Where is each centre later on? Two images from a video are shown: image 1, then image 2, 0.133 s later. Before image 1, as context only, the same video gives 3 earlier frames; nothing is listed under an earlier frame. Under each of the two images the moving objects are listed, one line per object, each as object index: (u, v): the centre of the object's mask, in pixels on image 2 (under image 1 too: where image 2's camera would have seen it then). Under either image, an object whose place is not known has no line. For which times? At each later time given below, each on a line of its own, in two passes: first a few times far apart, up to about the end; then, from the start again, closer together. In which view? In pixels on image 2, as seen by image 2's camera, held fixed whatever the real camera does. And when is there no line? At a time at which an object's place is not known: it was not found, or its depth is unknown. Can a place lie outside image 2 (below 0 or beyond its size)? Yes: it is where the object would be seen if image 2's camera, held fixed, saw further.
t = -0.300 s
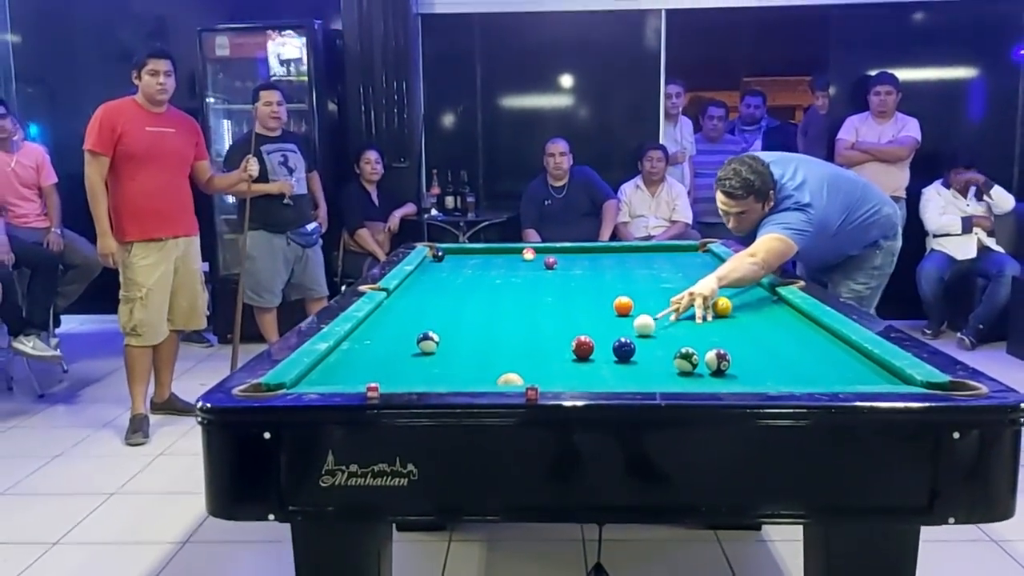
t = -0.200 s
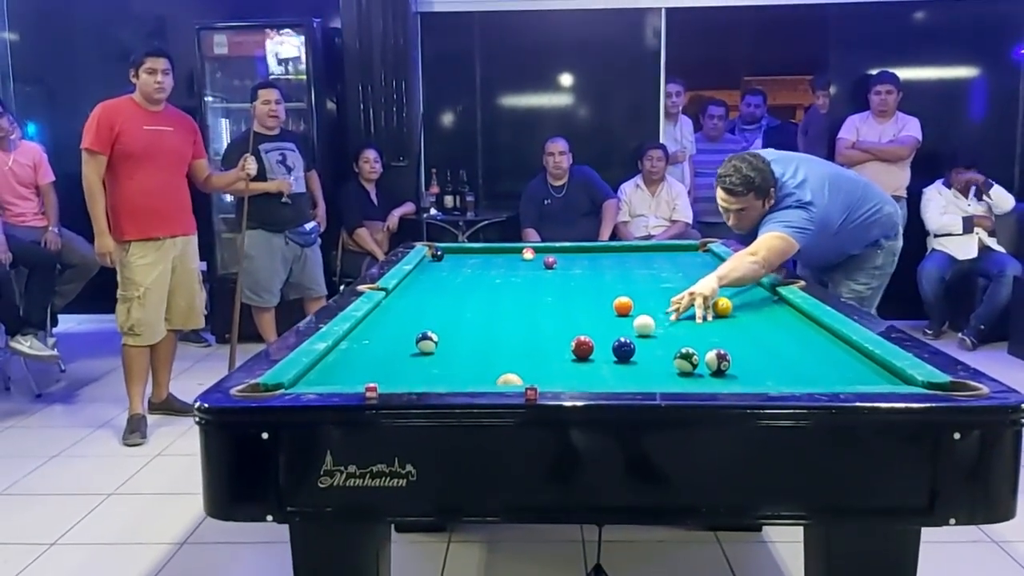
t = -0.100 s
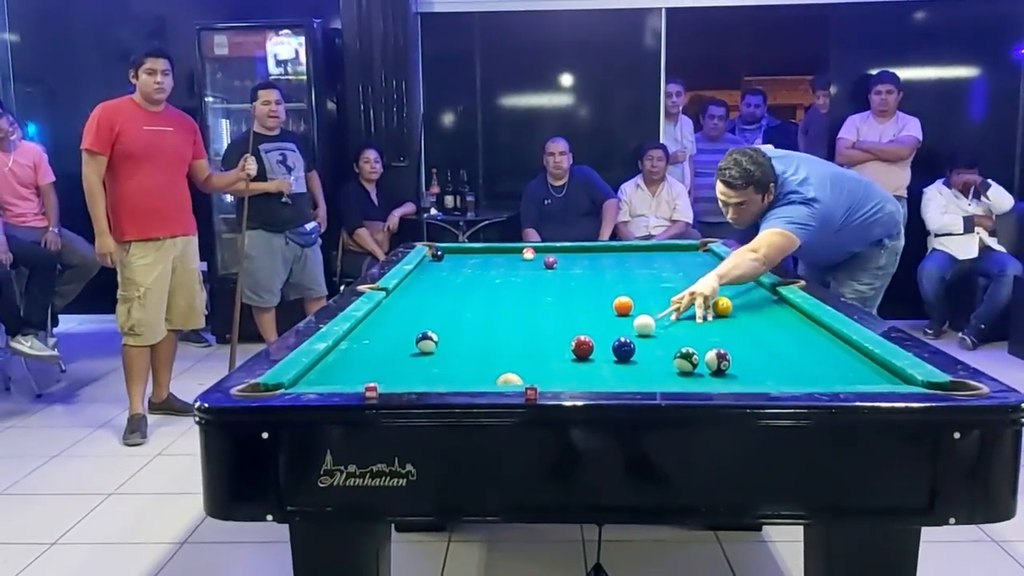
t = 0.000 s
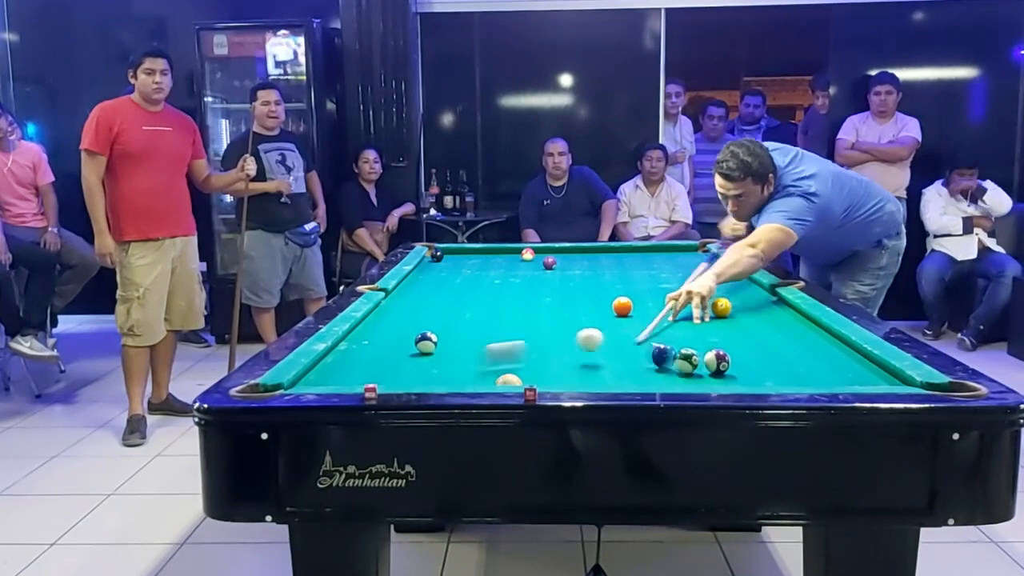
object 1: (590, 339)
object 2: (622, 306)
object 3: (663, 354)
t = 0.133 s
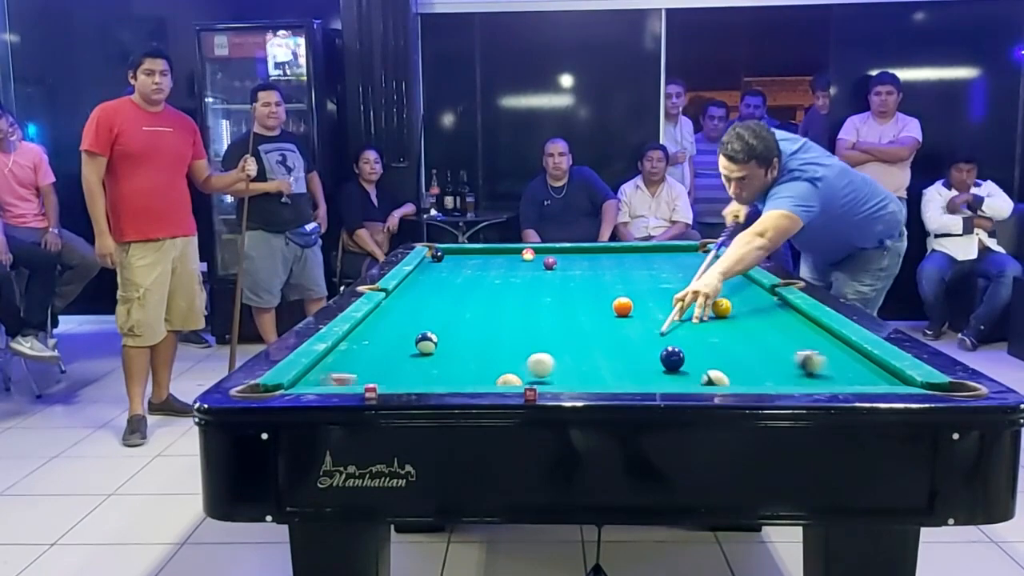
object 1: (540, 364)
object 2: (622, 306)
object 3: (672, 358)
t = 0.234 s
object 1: (505, 372)
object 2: (622, 306)
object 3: (678, 359)
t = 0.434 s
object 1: (624, 369)
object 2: (622, 306)
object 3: (685, 360)
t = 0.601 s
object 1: (705, 356)
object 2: (623, 306)
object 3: (668, 355)
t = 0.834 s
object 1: (767, 354)
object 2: (622, 306)
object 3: (650, 349)
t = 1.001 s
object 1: (806, 350)
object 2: (623, 306)
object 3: (638, 345)
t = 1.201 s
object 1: (842, 345)
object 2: (624, 305)
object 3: (626, 341)
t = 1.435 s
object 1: (799, 342)
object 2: (628, 298)
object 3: (614, 338)
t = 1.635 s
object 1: (767, 339)
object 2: (631, 295)
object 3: (605, 335)
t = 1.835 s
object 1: (737, 338)
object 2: (634, 291)
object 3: (598, 333)
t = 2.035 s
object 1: (711, 335)
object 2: (637, 289)
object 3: (592, 331)
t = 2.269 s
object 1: (685, 333)
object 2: (639, 286)
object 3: (587, 329)
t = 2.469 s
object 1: (665, 332)
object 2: (641, 283)
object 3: (584, 328)
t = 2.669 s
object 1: (648, 330)
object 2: (643, 280)
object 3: (582, 328)
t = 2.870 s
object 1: (634, 329)
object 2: (645, 278)
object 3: (581, 328)
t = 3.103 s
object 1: (620, 328)
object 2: (647, 276)
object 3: (581, 327)
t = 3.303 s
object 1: (611, 327)
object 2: (648, 274)
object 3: (581, 328)
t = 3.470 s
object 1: (603, 326)
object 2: (649, 273)
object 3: (581, 328)
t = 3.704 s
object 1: (600, 326)
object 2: (651, 271)
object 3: (579, 327)
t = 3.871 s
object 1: (600, 326)
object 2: (651, 271)
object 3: (579, 328)
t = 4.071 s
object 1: (600, 325)
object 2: (652, 270)
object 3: (580, 328)
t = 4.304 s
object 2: (653, 269)
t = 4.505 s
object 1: (600, 326)
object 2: (654, 269)
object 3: (580, 327)
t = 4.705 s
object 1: (600, 325)
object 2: (655, 269)
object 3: (580, 328)
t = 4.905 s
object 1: (600, 325)
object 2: (655, 269)
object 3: (580, 327)
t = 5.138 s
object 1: (600, 325)
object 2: (655, 269)
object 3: (580, 327)
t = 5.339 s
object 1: (600, 326)
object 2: (655, 269)
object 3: (580, 328)
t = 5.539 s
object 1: (600, 326)
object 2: (655, 269)
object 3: (580, 327)
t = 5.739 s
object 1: (600, 325)
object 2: (655, 269)
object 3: (580, 327)
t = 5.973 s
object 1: (600, 325)
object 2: (655, 269)
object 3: (580, 327)
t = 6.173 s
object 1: (600, 325)
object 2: (655, 269)
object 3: (580, 327)
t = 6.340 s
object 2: (655, 269)
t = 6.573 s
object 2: (655, 269)
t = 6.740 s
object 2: (655, 269)
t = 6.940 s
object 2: (655, 269)
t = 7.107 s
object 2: (655, 269)
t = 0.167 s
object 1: (529, 368)
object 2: (622, 306)
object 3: (674, 358)
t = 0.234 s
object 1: (505, 372)
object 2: (622, 306)
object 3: (678, 359)
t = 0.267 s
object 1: (524, 372)
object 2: (622, 306)
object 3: (679, 359)
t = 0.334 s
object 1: (567, 373)
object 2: (623, 306)
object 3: (683, 360)
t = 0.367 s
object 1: (588, 372)
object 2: (622, 306)
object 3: (684, 360)
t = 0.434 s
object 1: (624, 369)
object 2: (622, 306)
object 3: (685, 360)
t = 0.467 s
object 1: (642, 368)
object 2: (622, 306)
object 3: (681, 359)
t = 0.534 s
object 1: (677, 364)
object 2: (623, 306)
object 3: (673, 349)
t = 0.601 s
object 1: (705, 356)
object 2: (623, 306)
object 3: (668, 355)
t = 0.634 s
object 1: (721, 355)
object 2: (623, 306)
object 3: (665, 354)
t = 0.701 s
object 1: (734, 357)
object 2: (623, 306)
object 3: (660, 352)
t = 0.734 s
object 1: (742, 356)
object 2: (623, 306)
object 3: (657, 350)
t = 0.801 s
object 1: (759, 355)
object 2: (622, 306)
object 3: (652, 349)
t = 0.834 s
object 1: (767, 354)
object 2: (622, 306)
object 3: (650, 349)
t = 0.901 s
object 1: (783, 352)
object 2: (622, 306)
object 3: (645, 347)
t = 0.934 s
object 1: (791, 351)
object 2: (622, 306)
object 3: (643, 347)
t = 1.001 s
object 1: (806, 350)
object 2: (623, 306)
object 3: (638, 345)
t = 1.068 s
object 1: (821, 348)
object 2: (622, 306)
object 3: (634, 344)
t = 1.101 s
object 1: (828, 348)
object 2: (623, 306)
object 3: (632, 343)
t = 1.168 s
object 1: (842, 346)
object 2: (623, 306)
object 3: (628, 342)
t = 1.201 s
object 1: (842, 345)
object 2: (624, 305)
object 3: (626, 341)
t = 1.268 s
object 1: (829, 344)
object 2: (625, 304)
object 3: (622, 340)
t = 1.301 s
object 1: (823, 344)
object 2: (626, 303)
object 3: (620, 340)
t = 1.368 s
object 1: (811, 343)
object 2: (628, 300)
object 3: (617, 339)
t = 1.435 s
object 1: (799, 342)
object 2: (628, 298)
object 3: (614, 338)
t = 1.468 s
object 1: (793, 341)
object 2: (628, 298)
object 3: (612, 337)
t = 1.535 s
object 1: (782, 341)
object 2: (629, 297)
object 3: (609, 336)
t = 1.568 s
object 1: (777, 340)
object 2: (630, 296)
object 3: (608, 336)
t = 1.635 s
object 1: (767, 339)
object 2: (631, 295)
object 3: (605, 335)
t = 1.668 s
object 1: (761, 339)
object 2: (631, 294)
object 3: (604, 334)
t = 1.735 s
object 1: (752, 338)
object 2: (632, 293)
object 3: (601, 334)
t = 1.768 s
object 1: (747, 338)
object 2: (633, 292)
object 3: (600, 333)
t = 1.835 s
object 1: (737, 338)
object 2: (634, 291)
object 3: (598, 333)
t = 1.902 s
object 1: (728, 337)
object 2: (635, 290)
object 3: (596, 332)
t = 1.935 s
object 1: (724, 336)
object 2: (635, 290)
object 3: (595, 332)
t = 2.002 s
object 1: (715, 336)
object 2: (636, 289)
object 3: (593, 331)
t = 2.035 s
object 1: (711, 335)
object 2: (637, 289)
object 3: (592, 331)
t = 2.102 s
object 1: (703, 335)
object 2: (638, 288)
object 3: (590, 330)
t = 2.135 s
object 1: (699, 334)
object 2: (638, 287)
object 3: (589, 330)
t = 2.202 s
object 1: (692, 334)
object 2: (639, 286)
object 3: (588, 330)
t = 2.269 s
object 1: (685, 333)
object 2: (639, 286)
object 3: (587, 329)
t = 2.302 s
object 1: (681, 333)
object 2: (640, 285)
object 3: (586, 329)
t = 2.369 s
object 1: (675, 332)
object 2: (640, 284)
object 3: (585, 329)
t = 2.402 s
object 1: (672, 332)
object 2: (641, 284)
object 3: (584, 329)
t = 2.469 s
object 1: (665, 332)
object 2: (641, 283)
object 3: (584, 328)
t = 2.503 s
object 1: (662, 331)
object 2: (642, 282)
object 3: (583, 328)
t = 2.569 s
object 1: (657, 331)
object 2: (642, 281)
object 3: (582, 328)
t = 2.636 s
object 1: (651, 330)
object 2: (643, 281)
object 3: (582, 328)
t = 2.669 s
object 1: (648, 330)
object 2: (643, 280)
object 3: (582, 328)
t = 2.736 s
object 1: (643, 330)
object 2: (644, 279)
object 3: (581, 328)
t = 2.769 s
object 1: (641, 330)
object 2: (644, 279)
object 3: (581, 328)
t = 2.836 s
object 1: (636, 329)
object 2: (645, 278)
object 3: (581, 328)
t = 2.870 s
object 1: (634, 329)
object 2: (645, 278)
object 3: (581, 328)
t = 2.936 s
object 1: (629, 329)
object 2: (645, 277)
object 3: (581, 327)
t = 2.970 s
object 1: (627, 328)
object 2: (646, 277)
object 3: (580, 327)
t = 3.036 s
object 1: (623, 328)
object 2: (646, 276)
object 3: (581, 327)
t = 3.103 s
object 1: (620, 328)
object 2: (647, 276)
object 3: (581, 327)
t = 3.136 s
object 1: (618, 327)
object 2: (647, 276)
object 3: (581, 328)
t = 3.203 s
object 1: (615, 327)
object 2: (648, 275)
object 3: (581, 328)
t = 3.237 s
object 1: (613, 327)
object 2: (648, 275)
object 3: (581, 328)
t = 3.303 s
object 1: (611, 327)
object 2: (648, 274)
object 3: (581, 328)
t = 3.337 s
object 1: (608, 327)
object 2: (649, 274)
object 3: (581, 328)
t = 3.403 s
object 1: (605, 326)
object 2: (649, 273)
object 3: (581, 328)
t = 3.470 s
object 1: (603, 326)
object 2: (649, 273)
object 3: (581, 328)
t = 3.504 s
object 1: (602, 326)
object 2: (650, 273)
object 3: (581, 327)
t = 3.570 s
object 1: (601, 326)
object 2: (650, 272)
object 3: (580, 327)
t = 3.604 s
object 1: (601, 326)
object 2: (650, 272)
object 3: (579, 328)
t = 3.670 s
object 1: (601, 326)
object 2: (651, 272)
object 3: (579, 327)
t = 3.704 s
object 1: (600, 326)
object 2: (651, 271)
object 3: (579, 327)
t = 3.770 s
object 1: (600, 326)
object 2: (651, 271)
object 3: (579, 328)
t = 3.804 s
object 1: (600, 326)
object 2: (651, 271)
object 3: (579, 328)
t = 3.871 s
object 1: (600, 326)
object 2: (651, 271)
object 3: (579, 328)
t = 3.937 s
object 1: (600, 326)
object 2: (652, 270)
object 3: (580, 328)
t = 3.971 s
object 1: (600, 326)
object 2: (652, 270)
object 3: (580, 328)
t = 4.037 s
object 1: (600, 326)
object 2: (652, 270)
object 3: (580, 328)
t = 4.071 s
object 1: (600, 325)
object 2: (652, 270)
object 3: (580, 328)
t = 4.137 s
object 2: (652, 269)
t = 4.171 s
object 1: (600, 325)
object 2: (652, 270)
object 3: (580, 327)
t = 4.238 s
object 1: (600, 325)
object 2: (653, 269)
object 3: (580, 327)
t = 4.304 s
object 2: (653, 269)
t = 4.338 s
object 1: (600, 325)
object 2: (653, 269)
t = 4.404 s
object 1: (600, 326)
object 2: (654, 269)
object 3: (580, 327)
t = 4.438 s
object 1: (600, 326)
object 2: (654, 269)
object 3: (580, 327)
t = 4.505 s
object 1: (600, 326)
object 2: (654, 269)
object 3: (580, 327)
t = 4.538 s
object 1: (600, 326)
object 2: (655, 269)
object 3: (580, 327)
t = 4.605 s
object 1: (600, 326)
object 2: (655, 269)
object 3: (580, 327)
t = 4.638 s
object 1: (600, 326)
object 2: (655, 269)
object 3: (580, 327)
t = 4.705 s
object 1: (600, 325)
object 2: (655, 269)
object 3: (580, 328)
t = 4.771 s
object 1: (600, 325)
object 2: (655, 269)
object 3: (580, 327)
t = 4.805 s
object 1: (600, 325)
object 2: (655, 269)
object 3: (580, 327)
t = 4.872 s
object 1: (600, 325)
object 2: (655, 269)
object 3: (580, 327)
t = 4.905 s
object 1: (600, 325)
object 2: (655, 269)
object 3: (580, 327)
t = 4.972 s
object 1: (600, 325)
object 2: (655, 269)
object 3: (580, 327)
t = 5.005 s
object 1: (600, 325)
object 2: (655, 269)
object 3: (580, 328)
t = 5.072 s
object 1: (600, 325)
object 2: (655, 269)
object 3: (580, 327)
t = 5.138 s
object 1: (600, 325)
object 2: (655, 269)
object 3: (580, 327)
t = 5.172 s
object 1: (600, 325)
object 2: (655, 269)
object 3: (580, 328)
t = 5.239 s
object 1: (600, 325)
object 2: (655, 269)
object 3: (580, 327)
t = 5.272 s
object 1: (600, 325)
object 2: (655, 269)
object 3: (580, 328)
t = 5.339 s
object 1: (600, 326)
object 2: (655, 269)
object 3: (580, 328)
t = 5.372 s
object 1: (600, 325)
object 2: (655, 269)
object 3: (580, 328)
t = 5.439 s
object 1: (600, 325)
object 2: (655, 269)
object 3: (580, 327)
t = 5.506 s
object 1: (600, 325)
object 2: (655, 269)
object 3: (580, 327)
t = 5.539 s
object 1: (600, 326)
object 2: (655, 269)
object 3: (580, 327)
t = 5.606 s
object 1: (600, 325)
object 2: (655, 269)
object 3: (580, 327)
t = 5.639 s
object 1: (600, 325)
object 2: (655, 269)
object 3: (580, 327)
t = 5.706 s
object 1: (600, 325)
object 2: (655, 269)
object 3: (580, 327)
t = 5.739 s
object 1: (600, 325)
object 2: (655, 269)
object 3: (580, 327)
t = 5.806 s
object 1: (600, 325)
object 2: (655, 269)
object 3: (580, 327)
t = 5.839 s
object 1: (600, 325)
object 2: (655, 269)
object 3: (580, 327)
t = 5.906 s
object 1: (600, 325)
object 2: (655, 269)
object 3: (580, 327)
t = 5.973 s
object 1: (600, 325)
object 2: (655, 269)
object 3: (580, 327)
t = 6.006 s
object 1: (600, 325)
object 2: (655, 269)
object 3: (580, 327)
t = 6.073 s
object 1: (600, 325)
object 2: (655, 269)
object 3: (580, 327)
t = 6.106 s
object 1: (600, 325)
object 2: (655, 269)
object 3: (580, 327)
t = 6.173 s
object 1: (600, 325)
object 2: (655, 269)
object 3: (580, 327)
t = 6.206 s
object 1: (600, 325)
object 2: (655, 269)
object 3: (580, 327)
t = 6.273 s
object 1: (600, 325)
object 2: (655, 269)
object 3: (580, 327)
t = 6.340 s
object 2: (655, 269)
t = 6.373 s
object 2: (655, 269)
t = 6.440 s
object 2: (655, 269)
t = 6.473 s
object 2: (654, 269)
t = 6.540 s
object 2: (655, 269)
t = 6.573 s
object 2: (655, 269)
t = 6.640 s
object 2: (654, 269)
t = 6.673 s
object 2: (655, 269)
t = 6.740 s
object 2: (655, 269)
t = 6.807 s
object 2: (655, 269)
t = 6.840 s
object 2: (655, 269)
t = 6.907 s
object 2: (655, 269)
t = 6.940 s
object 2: (655, 269)
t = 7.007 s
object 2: (655, 269)
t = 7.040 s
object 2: (655, 269)
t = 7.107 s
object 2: (655, 269)
